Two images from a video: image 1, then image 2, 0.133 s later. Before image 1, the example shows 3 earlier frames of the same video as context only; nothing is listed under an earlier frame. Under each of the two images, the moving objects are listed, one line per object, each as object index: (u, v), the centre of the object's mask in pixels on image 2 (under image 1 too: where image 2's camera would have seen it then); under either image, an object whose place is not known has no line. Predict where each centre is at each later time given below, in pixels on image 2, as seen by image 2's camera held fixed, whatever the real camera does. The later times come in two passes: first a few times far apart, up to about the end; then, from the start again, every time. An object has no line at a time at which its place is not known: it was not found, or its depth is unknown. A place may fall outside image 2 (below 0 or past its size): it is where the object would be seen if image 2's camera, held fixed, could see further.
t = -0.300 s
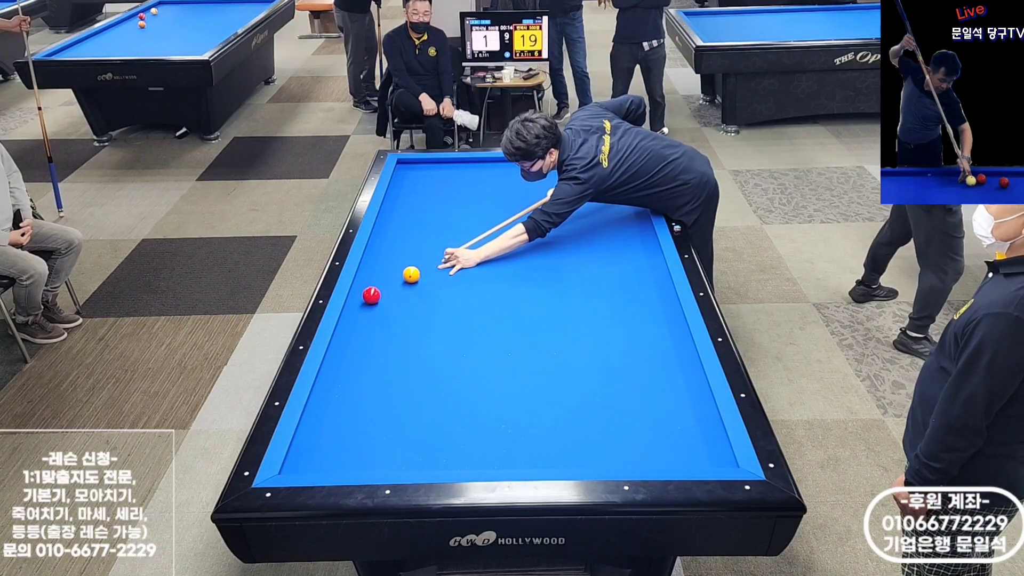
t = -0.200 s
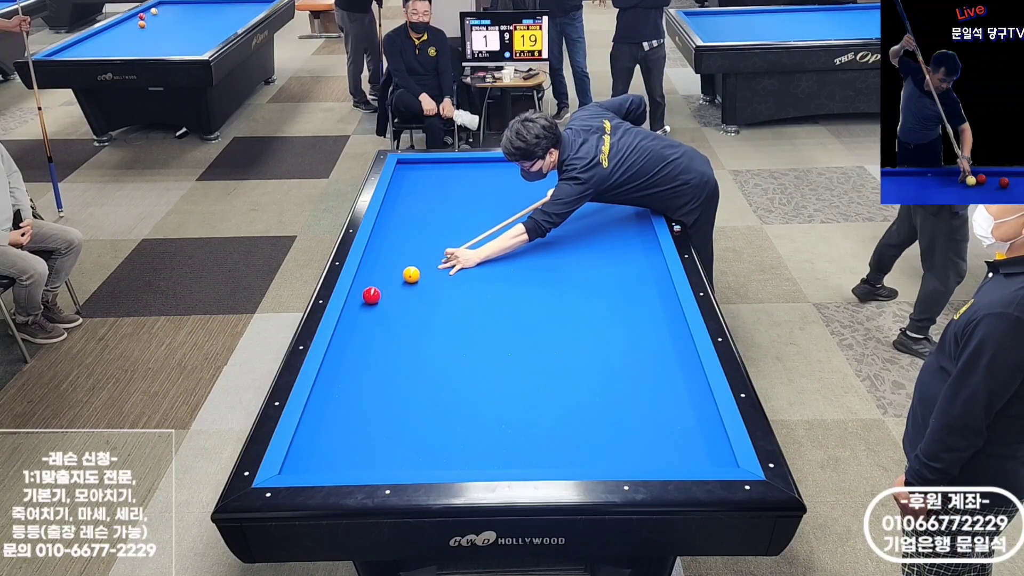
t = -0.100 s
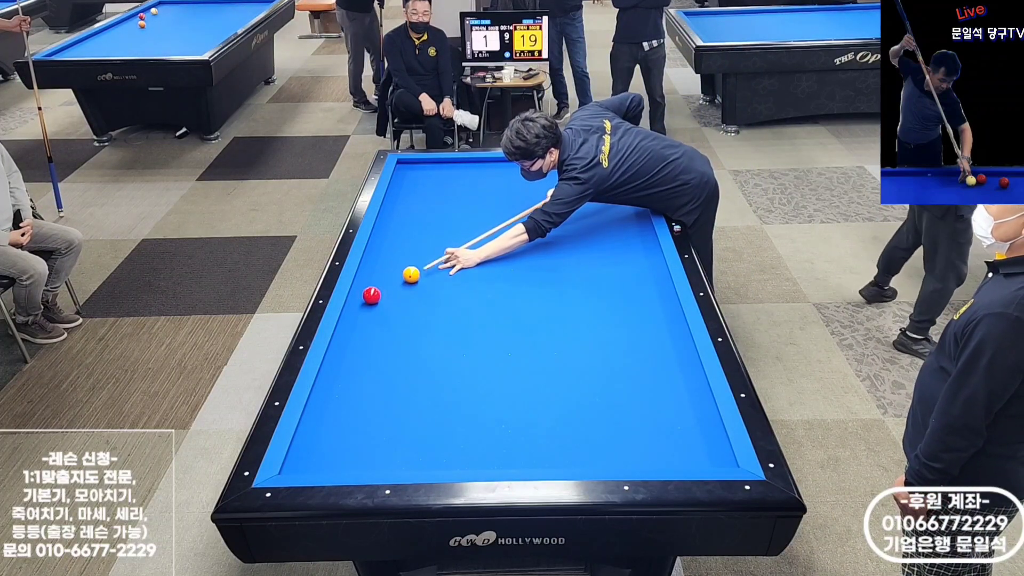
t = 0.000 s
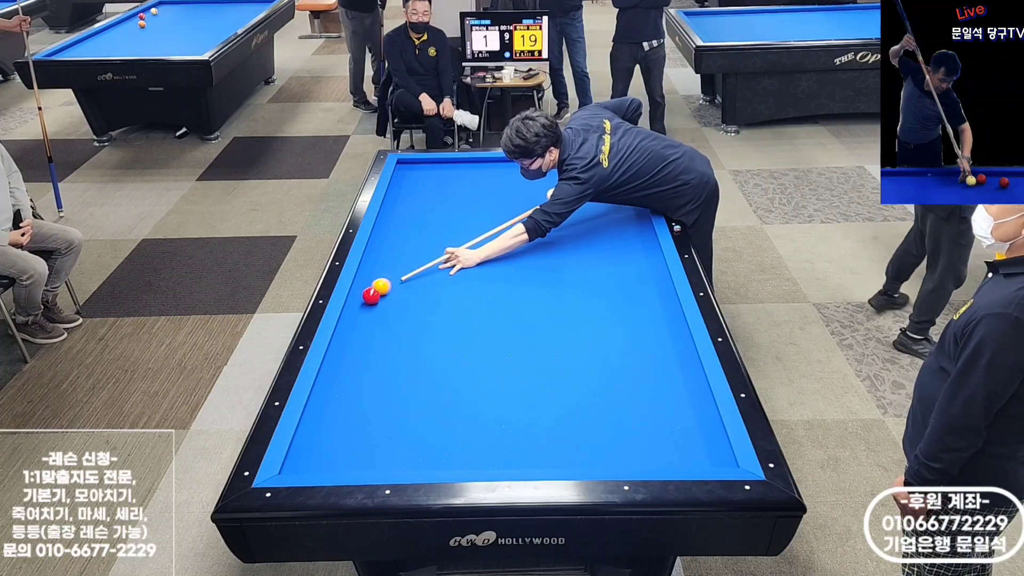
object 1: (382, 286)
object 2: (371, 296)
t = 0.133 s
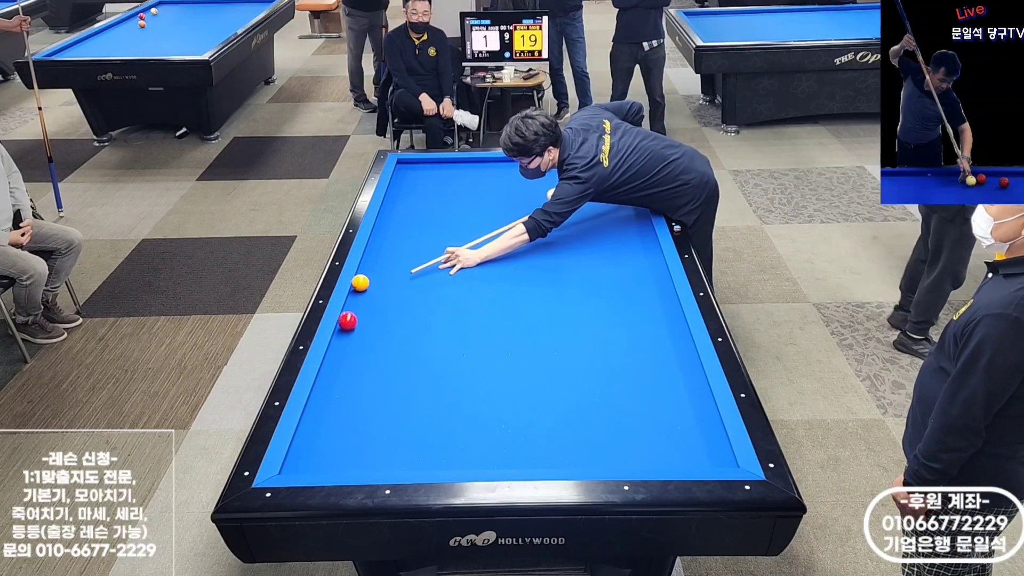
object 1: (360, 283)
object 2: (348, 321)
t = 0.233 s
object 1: (372, 277)
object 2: (352, 337)
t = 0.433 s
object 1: (391, 266)
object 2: (358, 370)
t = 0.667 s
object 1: (411, 254)
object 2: (365, 413)
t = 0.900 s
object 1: (431, 243)
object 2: (373, 462)
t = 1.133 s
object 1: (448, 233)
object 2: (402, 432)
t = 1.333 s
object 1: (462, 225)
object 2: (425, 409)
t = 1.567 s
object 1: (478, 216)
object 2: (448, 385)
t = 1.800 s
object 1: (493, 207)
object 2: (469, 363)
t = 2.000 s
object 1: (504, 201)
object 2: (486, 346)
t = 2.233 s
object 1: (517, 193)
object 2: (504, 328)
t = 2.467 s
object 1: (529, 186)
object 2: (519, 311)
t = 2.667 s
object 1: (539, 181)
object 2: (532, 298)
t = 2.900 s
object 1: (550, 175)
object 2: (546, 284)
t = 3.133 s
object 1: (561, 169)
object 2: (558, 271)
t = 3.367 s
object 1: (570, 163)
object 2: (570, 259)
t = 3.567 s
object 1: (578, 159)
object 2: (579, 250)
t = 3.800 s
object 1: (589, 160)
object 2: (589, 239)
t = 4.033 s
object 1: (599, 162)
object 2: (598, 229)
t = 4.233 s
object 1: (609, 164)
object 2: (606, 222)
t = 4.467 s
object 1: (619, 166)
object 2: (614, 213)
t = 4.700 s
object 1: (627, 169)
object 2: (621, 205)
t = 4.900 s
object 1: (623, 171)
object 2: (627, 198)
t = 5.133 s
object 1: (619, 173)
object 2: (634, 192)
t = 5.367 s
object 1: (614, 176)
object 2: (630, 186)
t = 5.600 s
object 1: (610, 178)
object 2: (624, 181)
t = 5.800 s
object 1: (605, 179)
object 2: (622, 177)
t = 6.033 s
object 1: (599, 181)
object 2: (619, 173)
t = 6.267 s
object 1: (593, 183)
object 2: (617, 168)
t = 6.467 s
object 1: (588, 184)
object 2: (615, 165)
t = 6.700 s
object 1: (582, 186)
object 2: (613, 162)
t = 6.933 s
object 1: (577, 187)
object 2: (611, 159)
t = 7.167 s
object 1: (572, 188)
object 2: (610, 157)
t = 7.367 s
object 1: (568, 189)
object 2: (610, 159)
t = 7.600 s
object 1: (564, 190)
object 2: (609, 160)
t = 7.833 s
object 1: (562, 190)
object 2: (609, 162)
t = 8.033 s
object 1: (560, 190)
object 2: (609, 163)
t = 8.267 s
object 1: (559, 190)
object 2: (609, 164)
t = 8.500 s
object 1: (558, 190)
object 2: (609, 165)
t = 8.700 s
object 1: (557, 190)
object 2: (609, 165)
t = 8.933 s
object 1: (557, 190)
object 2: (609, 166)
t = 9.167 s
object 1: (557, 190)
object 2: (610, 166)
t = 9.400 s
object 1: (557, 190)
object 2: (610, 167)
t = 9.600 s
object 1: (557, 190)
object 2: (610, 167)
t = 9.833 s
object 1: (557, 190)
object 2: (610, 167)
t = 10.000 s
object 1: (557, 190)
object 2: (610, 167)
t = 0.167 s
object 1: (364, 281)
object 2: (349, 327)
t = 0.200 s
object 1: (368, 279)
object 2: (351, 332)
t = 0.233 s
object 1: (372, 277)
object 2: (352, 337)
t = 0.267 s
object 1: (375, 275)
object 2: (353, 343)
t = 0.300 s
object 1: (378, 273)
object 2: (354, 348)
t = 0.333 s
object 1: (381, 271)
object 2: (355, 353)
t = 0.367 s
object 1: (385, 270)
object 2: (356, 359)
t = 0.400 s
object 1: (388, 268)
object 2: (357, 364)
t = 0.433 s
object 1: (391, 266)
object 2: (358, 370)
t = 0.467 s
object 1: (394, 264)
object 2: (359, 376)
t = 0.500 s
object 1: (397, 263)
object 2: (360, 382)
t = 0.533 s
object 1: (400, 261)
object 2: (361, 388)
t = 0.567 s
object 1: (403, 259)
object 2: (362, 394)
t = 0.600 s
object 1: (406, 257)
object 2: (363, 400)
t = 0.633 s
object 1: (409, 256)
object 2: (364, 406)
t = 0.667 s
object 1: (411, 254)
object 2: (365, 413)
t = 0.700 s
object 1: (414, 253)
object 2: (366, 420)
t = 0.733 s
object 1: (417, 251)
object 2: (367, 426)
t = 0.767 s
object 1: (420, 249)
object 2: (368, 433)
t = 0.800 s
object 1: (423, 248)
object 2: (369, 441)
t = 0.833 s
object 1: (425, 246)
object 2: (370, 448)
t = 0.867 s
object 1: (428, 245)
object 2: (371, 455)
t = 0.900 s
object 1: (431, 243)
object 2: (373, 462)
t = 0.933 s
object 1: (433, 242)
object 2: (376, 462)
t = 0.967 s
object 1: (436, 240)
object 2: (381, 457)
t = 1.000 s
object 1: (438, 239)
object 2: (385, 451)
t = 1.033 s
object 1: (441, 237)
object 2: (390, 446)
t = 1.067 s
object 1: (443, 236)
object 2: (394, 441)
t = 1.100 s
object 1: (446, 235)
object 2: (398, 436)
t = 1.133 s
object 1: (448, 233)
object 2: (402, 432)
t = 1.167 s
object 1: (451, 231)
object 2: (406, 428)
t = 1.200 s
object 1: (453, 229)
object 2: (410, 424)
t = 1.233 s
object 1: (455, 228)
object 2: (414, 421)
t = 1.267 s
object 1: (459, 229)
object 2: (417, 417)
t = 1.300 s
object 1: (460, 226)
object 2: (421, 413)
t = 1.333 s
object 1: (462, 225)
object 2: (425, 409)
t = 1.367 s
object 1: (465, 223)
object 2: (428, 406)
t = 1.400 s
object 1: (467, 222)
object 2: (432, 402)
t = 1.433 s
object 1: (469, 221)
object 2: (435, 399)
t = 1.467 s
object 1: (472, 220)
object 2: (439, 395)
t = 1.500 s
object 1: (474, 218)
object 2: (442, 392)
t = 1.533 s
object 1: (476, 217)
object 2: (445, 388)
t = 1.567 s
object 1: (478, 216)
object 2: (448, 385)
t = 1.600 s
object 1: (480, 214)
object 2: (451, 382)
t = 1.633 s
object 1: (482, 213)
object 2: (455, 379)
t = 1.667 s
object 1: (484, 212)
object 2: (458, 375)
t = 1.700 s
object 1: (487, 211)
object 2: (461, 372)
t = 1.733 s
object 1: (489, 210)
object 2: (464, 369)
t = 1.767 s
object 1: (491, 208)
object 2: (466, 366)
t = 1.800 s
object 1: (493, 207)
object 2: (469, 363)
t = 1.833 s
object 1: (495, 206)
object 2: (472, 360)
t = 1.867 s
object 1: (497, 205)
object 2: (475, 357)
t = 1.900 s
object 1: (499, 204)
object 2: (478, 355)
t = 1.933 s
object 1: (501, 203)
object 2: (481, 352)
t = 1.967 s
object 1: (503, 202)
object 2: (483, 349)
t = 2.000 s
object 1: (504, 201)
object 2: (486, 346)
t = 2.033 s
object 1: (506, 200)
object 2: (488, 343)
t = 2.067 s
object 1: (508, 199)
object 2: (491, 341)
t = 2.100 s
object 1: (510, 197)
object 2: (494, 338)
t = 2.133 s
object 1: (512, 196)
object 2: (496, 336)
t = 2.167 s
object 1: (514, 195)
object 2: (499, 333)
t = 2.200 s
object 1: (516, 194)
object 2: (501, 331)
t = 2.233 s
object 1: (517, 193)
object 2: (504, 328)
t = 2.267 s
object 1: (519, 192)
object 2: (506, 326)
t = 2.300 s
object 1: (521, 191)
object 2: (508, 323)
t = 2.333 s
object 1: (523, 190)
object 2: (511, 320)
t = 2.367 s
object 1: (524, 189)
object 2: (513, 318)
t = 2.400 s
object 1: (526, 188)
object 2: (515, 316)
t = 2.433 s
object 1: (528, 187)
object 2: (517, 313)
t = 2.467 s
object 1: (529, 186)
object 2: (519, 311)
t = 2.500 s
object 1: (531, 185)
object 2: (522, 309)
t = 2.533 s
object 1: (533, 184)
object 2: (524, 306)
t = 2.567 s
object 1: (534, 184)
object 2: (526, 305)
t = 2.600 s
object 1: (536, 183)
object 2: (528, 302)
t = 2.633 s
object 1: (538, 182)
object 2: (530, 300)
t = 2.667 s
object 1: (539, 181)
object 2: (532, 298)
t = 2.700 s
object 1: (541, 180)
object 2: (534, 296)
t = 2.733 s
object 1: (543, 179)
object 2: (536, 294)
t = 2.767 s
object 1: (544, 178)
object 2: (538, 292)
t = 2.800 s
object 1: (546, 177)
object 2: (540, 290)
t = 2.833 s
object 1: (547, 176)
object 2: (542, 288)
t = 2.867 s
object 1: (549, 176)
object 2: (544, 286)
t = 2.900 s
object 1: (550, 175)
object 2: (546, 284)
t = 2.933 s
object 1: (552, 174)
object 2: (547, 282)
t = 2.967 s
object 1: (553, 173)
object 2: (549, 280)
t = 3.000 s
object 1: (555, 172)
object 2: (551, 278)
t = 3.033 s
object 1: (556, 171)
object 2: (553, 277)
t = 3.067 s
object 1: (558, 170)
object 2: (555, 275)
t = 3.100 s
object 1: (559, 170)
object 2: (556, 273)
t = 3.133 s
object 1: (561, 169)
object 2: (558, 271)
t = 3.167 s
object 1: (562, 168)
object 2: (560, 270)
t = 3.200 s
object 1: (564, 167)
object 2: (562, 268)
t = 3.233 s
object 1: (565, 167)
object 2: (563, 266)
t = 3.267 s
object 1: (566, 166)
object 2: (565, 264)
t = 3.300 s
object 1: (568, 165)
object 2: (566, 263)
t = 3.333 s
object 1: (569, 164)
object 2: (568, 261)
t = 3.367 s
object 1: (570, 163)
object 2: (570, 259)
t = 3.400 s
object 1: (572, 163)
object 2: (572, 257)
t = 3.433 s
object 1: (573, 162)
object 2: (573, 256)
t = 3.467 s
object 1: (574, 161)
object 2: (574, 254)
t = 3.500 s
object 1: (575, 160)
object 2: (576, 253)
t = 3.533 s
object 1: (577, 160)
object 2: (578, 251)
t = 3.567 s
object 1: (578, 159)
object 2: (579, 250)
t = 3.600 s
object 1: (579, 158)
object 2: (580, 248)
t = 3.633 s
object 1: (581, 158)
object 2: (582, 247)
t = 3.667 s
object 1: (582, 158)
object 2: (583, 245)
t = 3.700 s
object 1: (584, 158)
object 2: (585, 244)
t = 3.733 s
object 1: (585, 159)
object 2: (586, 242)
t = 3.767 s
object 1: (587, 159)
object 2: (587, 241)
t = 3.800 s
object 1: (589, 160)
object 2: (589, 239)
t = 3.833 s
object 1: (590, 160)
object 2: (590, 238)
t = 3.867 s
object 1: (592, 160)
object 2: (592, 236)
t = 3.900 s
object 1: (593, 161)
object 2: (593, 235)
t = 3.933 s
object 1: (595, 161)
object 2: (594, 233)
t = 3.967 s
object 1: (596, 161)
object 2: (595, 232)
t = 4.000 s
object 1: (598, 162)
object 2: (597, 231)
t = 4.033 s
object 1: (599, 162)
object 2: (598, 229)
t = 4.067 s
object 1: (601, 162)
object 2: (599, 228)
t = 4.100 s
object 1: (602, 163)
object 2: (601, 227)
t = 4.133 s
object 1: (604, 163)
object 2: (602, 226)
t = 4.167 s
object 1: (606, 163)
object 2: (603, 224)
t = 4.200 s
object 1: (607, 164)
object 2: (604, 223)
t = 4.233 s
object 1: (609, 164)
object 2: (606, 222)
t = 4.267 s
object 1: (610, 164)
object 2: (607, 220)
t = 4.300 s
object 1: (612, 165)
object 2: (608, 219)
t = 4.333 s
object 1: (613, 165)
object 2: (609, 218)
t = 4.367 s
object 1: (614, 166)
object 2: (610, 217)
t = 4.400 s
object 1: (616, 166)
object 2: (612, 215)
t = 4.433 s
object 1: (617, 166)
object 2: (613, 214)
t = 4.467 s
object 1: (619, 166)
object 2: (614, 213)
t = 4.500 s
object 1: (620, 167)
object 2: (615, 212)
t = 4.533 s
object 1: (622, 167)
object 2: (616, 211)
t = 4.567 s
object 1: (623, 167)
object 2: (617, 209)
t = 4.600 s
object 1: (625, 168)
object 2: (618, 208)
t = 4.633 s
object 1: (626, 168)
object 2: (619, 207)
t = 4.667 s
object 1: (627, 168)
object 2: (620, 206)
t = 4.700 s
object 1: (627, 169)
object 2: (621, 205)
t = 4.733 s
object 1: (627, 169)
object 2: (622, 204)
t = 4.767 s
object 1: (626, 169)
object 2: (623, 203)
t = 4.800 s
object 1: (625, 170)
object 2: (624, 202)
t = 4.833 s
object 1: (625, 170)
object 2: (626, 201)
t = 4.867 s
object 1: (624, 171)
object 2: (627, 200)
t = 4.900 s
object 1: (623, 171)
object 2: (627, 198)
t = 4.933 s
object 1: (623, 171)
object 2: (628, 197)
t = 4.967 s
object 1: (622, 172)
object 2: (629, 197)
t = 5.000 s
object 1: (621, 172)
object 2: (630, 195)
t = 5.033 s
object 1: (621, 172)
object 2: (632, 194)
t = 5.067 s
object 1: (620, 173)
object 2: (632, 193)
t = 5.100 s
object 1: (620, 173)
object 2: (633, 192)
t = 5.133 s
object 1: (619, 173)
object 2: (634, 192)
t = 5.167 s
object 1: (618, 174)
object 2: (635, 191)
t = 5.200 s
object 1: (618, 174)
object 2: (634, 190)
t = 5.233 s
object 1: (617, 174)
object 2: (633, 189)
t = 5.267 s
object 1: (616, 175)
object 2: (632, 188)
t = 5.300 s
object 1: (616, 175)
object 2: (631, 187)
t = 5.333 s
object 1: (615, 175)
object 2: (630, 187)
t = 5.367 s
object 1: (614, 176)
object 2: (630, 186)
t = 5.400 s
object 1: (614, 176)
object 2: (629, 185)
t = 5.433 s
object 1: (613, 176)
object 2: (628, 184)
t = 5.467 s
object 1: (613, 177)
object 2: (627, 184)
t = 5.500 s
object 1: (612, 177)
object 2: (626, 183)
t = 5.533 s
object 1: (611, 177)
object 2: (626, 182)
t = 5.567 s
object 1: (611, 177)
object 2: (625, 181)
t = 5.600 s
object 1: (610, 178)
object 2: (624, 181)
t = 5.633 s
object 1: (609, 178)
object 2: (623, 180)
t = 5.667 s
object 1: (609, 178)
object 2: (623, 179)
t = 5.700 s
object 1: (608, 179)
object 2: (622, 179)
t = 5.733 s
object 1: (607, 179)
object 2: (622, 178)
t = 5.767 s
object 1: (606, 179)
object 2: (622, 177)
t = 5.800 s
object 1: (605, 179)
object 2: (622, 177)
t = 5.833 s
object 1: (604, 180)
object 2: (621, 176)
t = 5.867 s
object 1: (603, 180)
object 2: (621, 175)
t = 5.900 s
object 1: (603, 180)
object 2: (620, 175)
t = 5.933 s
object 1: (602, 181)
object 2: (620, 174)
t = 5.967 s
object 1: (601, 181)
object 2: (620, 174)
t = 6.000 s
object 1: (600, 181)
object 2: (620, 173)
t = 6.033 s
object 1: (599, 181)
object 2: (619, 173)
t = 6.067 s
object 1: (598, 182)
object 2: (619, 172)
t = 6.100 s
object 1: (597, 182)
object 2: (619, 171)
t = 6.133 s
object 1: (596, 182)
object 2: (618, 171)
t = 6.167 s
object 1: (595, 182)
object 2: (618, 170)
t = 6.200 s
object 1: (594, 182)
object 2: (618, 169)
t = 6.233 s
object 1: (593, 183)
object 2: (617, 169)
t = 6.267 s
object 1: (593, 183)
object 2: (617, 168)
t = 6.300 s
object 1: (592, 183)
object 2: (617, 168)
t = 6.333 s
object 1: (591, 183)
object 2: (617, 167)
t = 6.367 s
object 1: (590, 184)
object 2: (616, 167)
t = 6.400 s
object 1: (589, 184)
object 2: (616, 166)
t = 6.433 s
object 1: (588, 184)
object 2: (616, 166)
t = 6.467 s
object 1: (588, 184)
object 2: (615, 165)
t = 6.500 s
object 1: (587, 185)
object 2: (615, 165)
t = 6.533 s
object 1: (586, 185)
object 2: (615, 164)
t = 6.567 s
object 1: (585, 185)
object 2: (614, 164)
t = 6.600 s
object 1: (584, 185)
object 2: (614, 163)
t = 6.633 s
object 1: (584, 185)
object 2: (614, 163)
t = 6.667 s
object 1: (583, 186)
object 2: (614, 162)
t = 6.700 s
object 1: (582, 186)
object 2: (613, 162)
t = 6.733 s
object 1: (581, 186)
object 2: (613, 161)
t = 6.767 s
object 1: (580, 186)
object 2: (613, 161)
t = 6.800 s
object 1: (580, 186)
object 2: (612, 160)
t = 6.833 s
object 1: (579, 186)
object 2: (612, 160)
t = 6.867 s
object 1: (578, 187)
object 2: (612, 160)
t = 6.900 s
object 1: (577, 187)
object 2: (612, 159)
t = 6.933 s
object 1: (577, 187)
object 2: (611, 159)
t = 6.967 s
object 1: (576, 187)
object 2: (611, 158)
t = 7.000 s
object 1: (575, 187)
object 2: (611, 158)
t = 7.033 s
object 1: (574, 187)
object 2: (610, 157)
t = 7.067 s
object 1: (574, 188)
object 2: (610, 157)
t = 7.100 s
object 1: (573, 188)
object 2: (610, 157)
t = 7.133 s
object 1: (572, 188)
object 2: (610, 157)
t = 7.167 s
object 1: (572, 188)
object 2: (610, 157)
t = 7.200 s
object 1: (571, 188)
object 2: (610, 158)
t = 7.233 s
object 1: (570, 189)
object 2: (610, 158)
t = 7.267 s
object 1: (570, 189)
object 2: (610, 158)
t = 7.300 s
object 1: (569, 189)
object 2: (610, 158)
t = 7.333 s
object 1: (568, 189)
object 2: (610, 158)
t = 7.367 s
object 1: (568, 189)
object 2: (610, 159)
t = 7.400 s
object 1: (567, 189)
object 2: (610, 159)
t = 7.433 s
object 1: (566, 190)
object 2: (610, 159)
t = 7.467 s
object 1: (566, 190)
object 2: (610, 159)
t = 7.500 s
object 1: (565, 190)
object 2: (610, 160)
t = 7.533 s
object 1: (565, 190)
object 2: (609, 160)
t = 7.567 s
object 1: (565, 190)
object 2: (609, 160)
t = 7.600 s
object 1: (564, 190)
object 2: (609, 160)
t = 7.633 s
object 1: (564, 190)
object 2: (609, 160)
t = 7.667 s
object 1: (563, 190)
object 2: (609, 160)
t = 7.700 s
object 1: (563, 190)
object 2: (609, 161)
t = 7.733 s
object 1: (562, 190)
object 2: (609, 161)
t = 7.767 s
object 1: (562, 190)
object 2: (609, 161)
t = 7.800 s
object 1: (562, 190)
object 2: (609, 161)
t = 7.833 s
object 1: (562, 190)
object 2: (609, 162)
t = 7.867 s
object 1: (561, 190)
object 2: (609, 162)
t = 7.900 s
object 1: (561, 190)
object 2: (609, 162)
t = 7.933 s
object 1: (561, 190)
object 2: (609, 162)
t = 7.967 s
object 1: (561, 190)
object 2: (609, 162)
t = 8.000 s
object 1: (560, 190)
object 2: (609, 162)
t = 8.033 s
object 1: (560, 190)
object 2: (609, 163)
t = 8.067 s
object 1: (560, 190)
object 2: (609, 163)
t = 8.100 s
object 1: (560, 190)
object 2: (609, 163)
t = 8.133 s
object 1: (559, 190)
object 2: (609, 163)
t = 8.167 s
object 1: (559, 190)
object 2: (609, 163)
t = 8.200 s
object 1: (559, 190)
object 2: (609, 163)
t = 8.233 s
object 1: (559, 190)
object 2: (609, 164)
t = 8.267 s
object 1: (559, 190)
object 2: (609, 164)
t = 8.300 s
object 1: (559, 190)
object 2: (609, 164)
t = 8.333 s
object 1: (558, 190)
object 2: (609, 164)
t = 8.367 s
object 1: (558, 190)
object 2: (609, 164)
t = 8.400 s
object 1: (558, 190)
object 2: (609, 164)
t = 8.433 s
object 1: (558, 190)
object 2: (609, 164)
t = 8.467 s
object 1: (558, 190)
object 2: (609, 164)
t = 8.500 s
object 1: (558, 190)
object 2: (609, 165)
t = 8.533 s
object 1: (558, 190)
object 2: (609, 165)
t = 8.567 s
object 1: (557, 190)
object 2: (609, 165)
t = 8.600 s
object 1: (557, 190)
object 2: (609, 165)
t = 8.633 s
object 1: (557, 190)
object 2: (609, 165)
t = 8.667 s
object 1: (557, 190)
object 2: (609, 165)
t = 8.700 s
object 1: (557, 190)
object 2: (609, 165)
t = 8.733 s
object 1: (557, 190)
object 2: (609, 165)
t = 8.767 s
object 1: (557, 190)
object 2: (609, 165)
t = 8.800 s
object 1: (557, 190)
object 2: (609, 165)
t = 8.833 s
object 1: (557, 190)
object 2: (609, 166)
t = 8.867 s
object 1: (557, 190)
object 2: (609, 166)
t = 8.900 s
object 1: (557, 190)
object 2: (609, 166)
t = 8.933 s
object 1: (557, 190)
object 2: (609, 166)
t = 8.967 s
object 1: (557, 190)
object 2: (610, 166)
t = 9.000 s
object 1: (557, 190)
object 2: (610, 166)
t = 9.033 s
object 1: (557, 190)
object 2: (610, 166)
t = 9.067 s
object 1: (557, 190)
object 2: (610, 166)
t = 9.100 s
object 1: (557, 190)
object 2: (610, 166)
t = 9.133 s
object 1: (557, 190)
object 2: (610, 166)
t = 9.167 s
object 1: (557, 190)
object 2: (610, 166)
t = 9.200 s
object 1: (557, 190)
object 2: (610, 166)
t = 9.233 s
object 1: (557, 190)
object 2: (610, 166)
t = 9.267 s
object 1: (557, 190)
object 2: (610, 166)
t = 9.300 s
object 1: (557, 190)
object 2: (610, 166)
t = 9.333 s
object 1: (557, 190)
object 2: (610, 166)
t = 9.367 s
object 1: (557, 190)
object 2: (610, 166)
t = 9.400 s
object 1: (557, 190)
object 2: (610, 167)
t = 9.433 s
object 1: (557, 190)
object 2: (610, 167)
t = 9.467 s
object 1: (557, 190)
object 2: (610, 167)
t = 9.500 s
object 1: (557, 190)
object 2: (610, 167)
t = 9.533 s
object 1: (557, 190)
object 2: (610, 167)
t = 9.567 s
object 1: (557, 190)
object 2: (610, 167)
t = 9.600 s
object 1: (557, 190)
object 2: (610, 167)
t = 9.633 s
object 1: (557, 190)
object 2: (610, 167)
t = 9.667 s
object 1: (557, 190)
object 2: (610, 167)
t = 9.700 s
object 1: (557, 190)
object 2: (610, 167)
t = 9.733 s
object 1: (557, 190)
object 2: (610, 167)
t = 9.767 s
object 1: (557, 190)
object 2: (610, 167)
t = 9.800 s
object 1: (557, 190)
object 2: (610, 167)
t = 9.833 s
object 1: (557, 190)
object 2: (610, 167)
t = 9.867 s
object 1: (557, 190)
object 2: (610, 167)
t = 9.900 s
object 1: (557, 190)
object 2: (610, 167)
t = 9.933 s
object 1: (557, 190)
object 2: (610, 167)
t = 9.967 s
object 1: (557, 190)
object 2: (610, 167)
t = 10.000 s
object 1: (557, 190)
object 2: (610, 167)
